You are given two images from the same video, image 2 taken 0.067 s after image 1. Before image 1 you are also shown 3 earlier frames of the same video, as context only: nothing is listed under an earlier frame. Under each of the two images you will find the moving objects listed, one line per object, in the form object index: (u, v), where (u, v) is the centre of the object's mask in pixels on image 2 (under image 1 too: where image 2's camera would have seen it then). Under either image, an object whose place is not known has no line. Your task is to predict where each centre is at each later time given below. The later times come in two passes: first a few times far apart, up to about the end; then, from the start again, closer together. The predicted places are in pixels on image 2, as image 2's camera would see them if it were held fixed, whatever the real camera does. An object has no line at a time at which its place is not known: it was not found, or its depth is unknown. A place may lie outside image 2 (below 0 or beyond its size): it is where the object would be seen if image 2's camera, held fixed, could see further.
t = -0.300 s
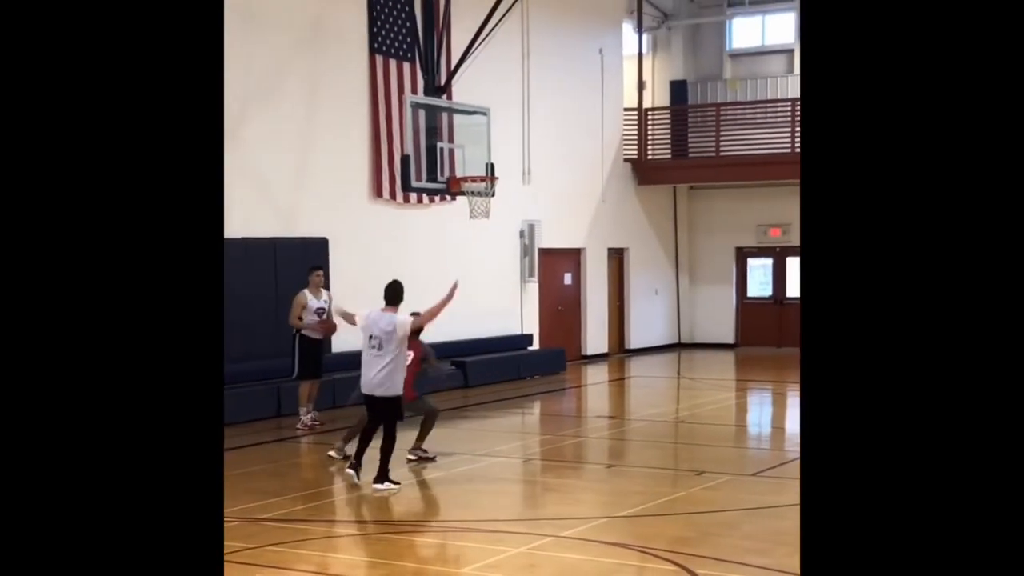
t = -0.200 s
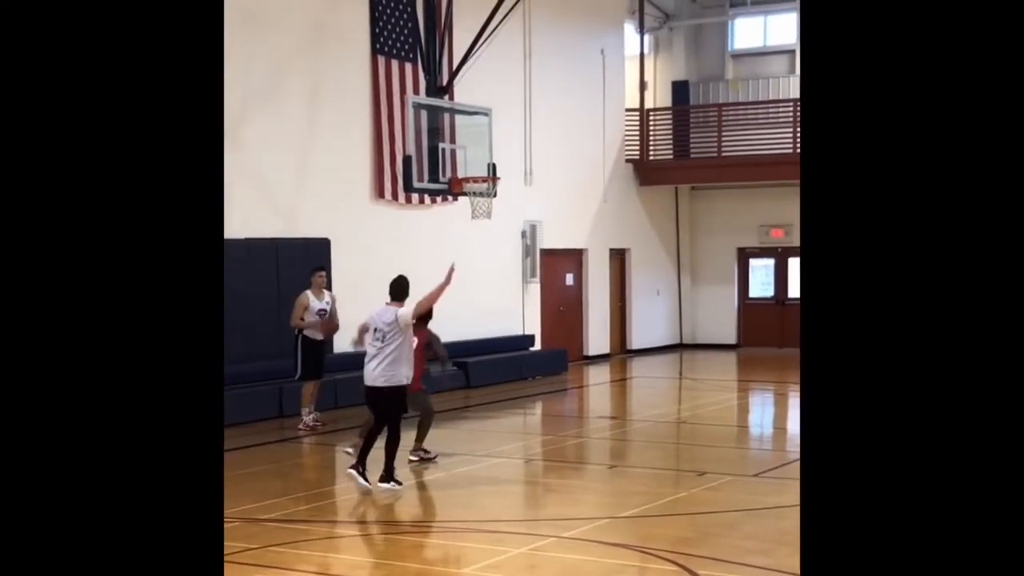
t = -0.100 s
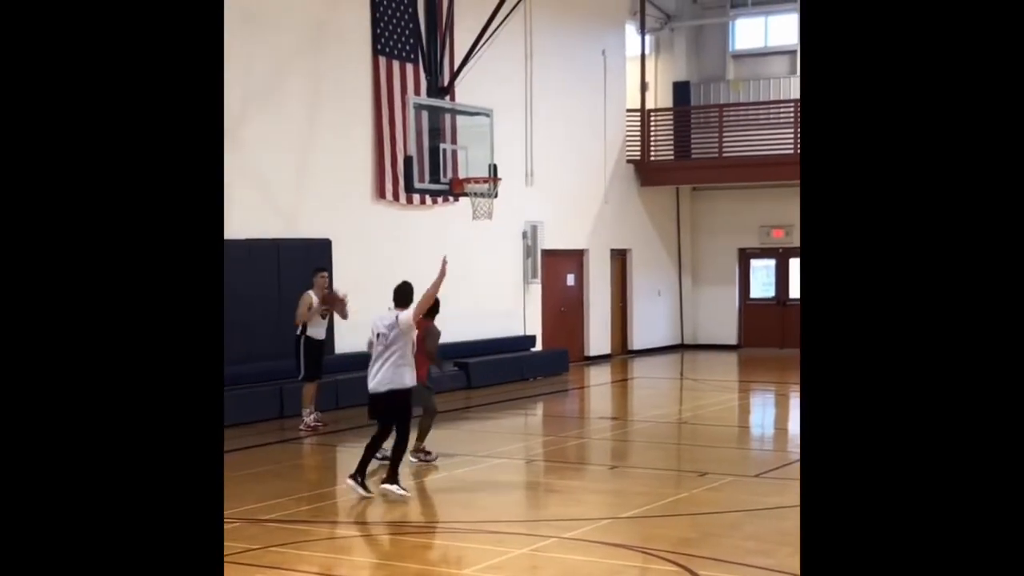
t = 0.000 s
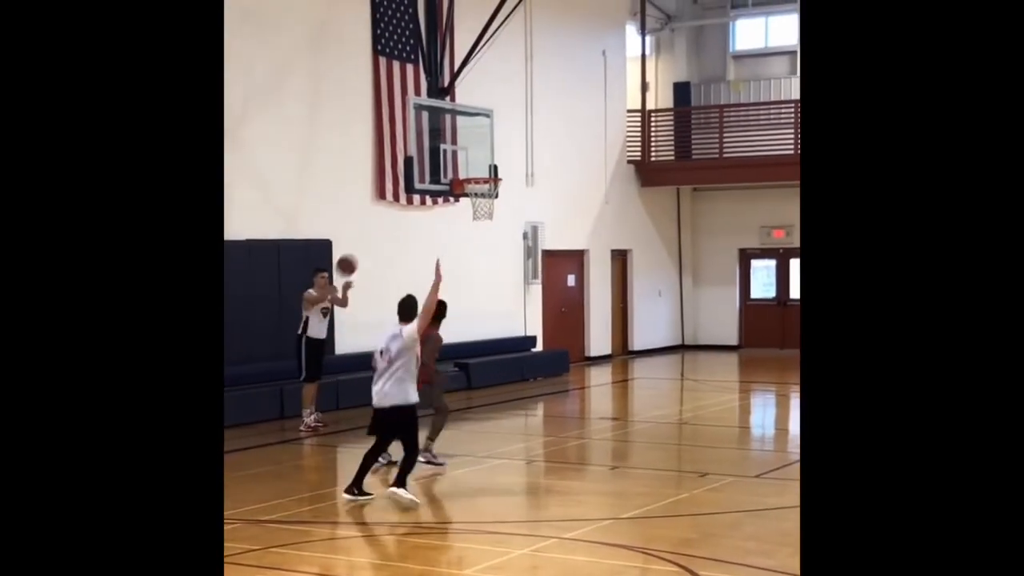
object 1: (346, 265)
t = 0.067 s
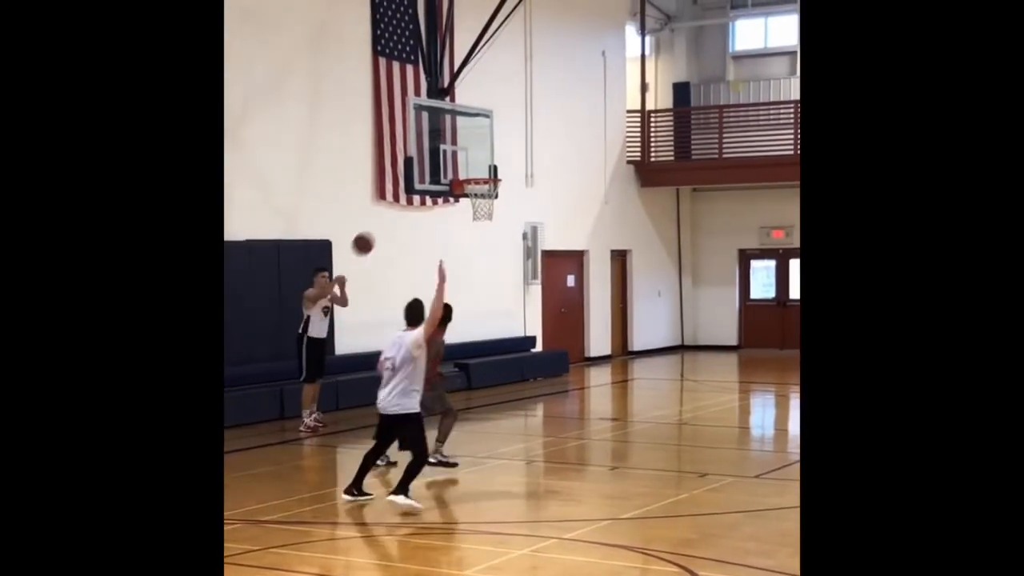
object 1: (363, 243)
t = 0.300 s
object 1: (430, 183)
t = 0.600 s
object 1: (542, 171)
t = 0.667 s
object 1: (572, 182)
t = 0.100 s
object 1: (371, 233)
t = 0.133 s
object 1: (380, 224)
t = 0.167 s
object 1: (389, 215)
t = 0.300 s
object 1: (430, 183)
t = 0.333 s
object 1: (442, 181)
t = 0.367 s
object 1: (453, 176)
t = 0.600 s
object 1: (542, 171)
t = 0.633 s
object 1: (558, 176)
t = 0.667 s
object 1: (572, 182)
